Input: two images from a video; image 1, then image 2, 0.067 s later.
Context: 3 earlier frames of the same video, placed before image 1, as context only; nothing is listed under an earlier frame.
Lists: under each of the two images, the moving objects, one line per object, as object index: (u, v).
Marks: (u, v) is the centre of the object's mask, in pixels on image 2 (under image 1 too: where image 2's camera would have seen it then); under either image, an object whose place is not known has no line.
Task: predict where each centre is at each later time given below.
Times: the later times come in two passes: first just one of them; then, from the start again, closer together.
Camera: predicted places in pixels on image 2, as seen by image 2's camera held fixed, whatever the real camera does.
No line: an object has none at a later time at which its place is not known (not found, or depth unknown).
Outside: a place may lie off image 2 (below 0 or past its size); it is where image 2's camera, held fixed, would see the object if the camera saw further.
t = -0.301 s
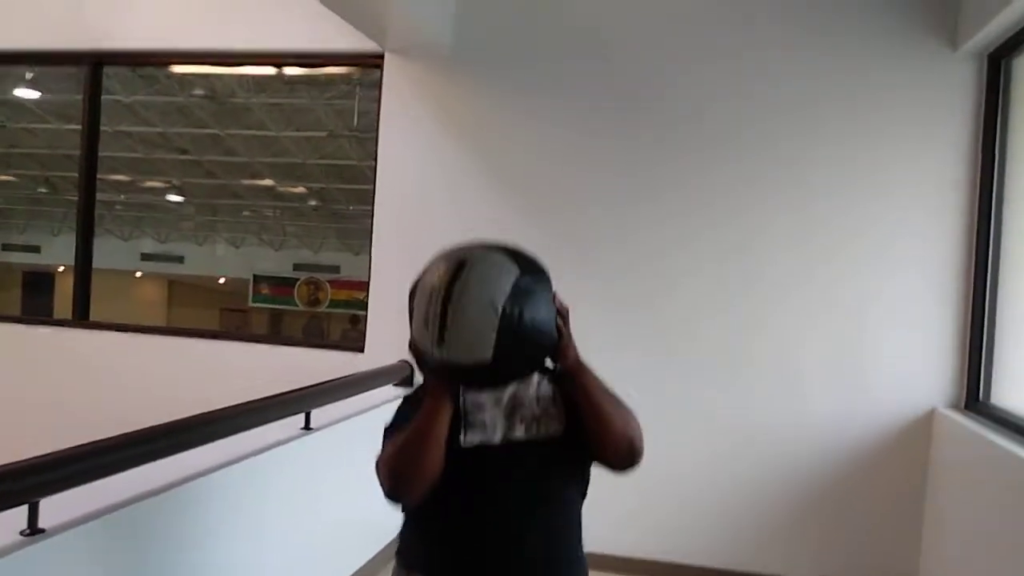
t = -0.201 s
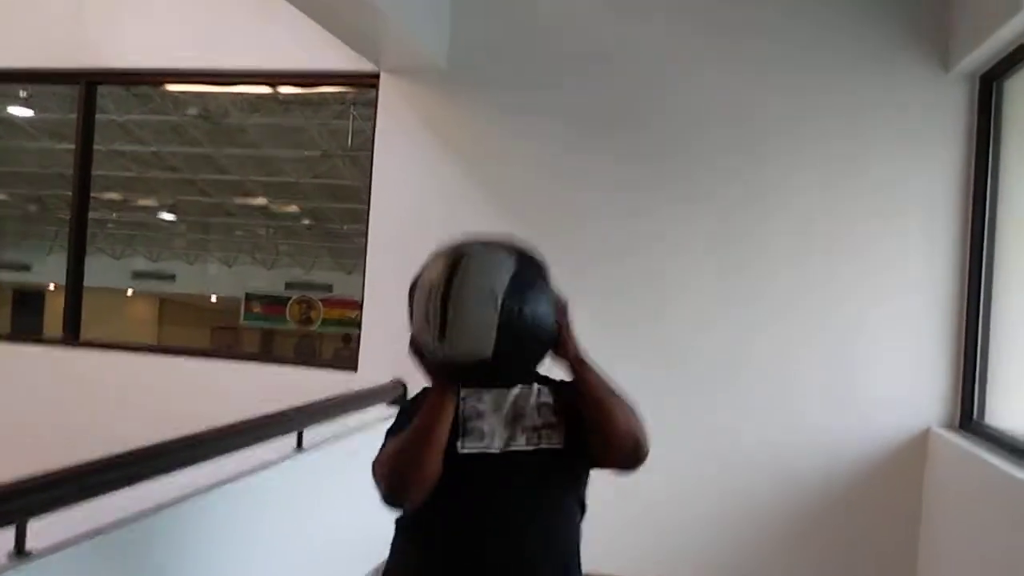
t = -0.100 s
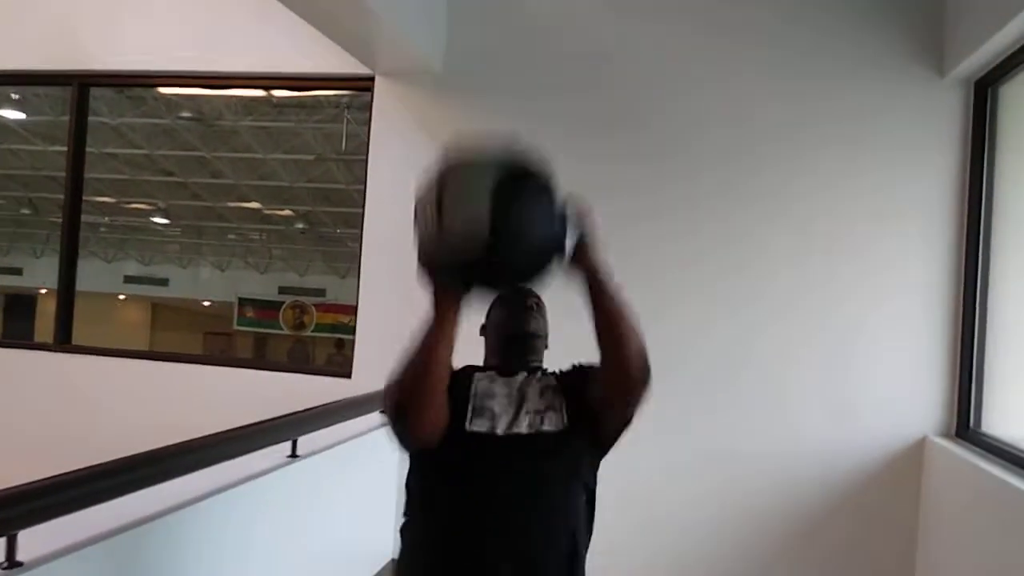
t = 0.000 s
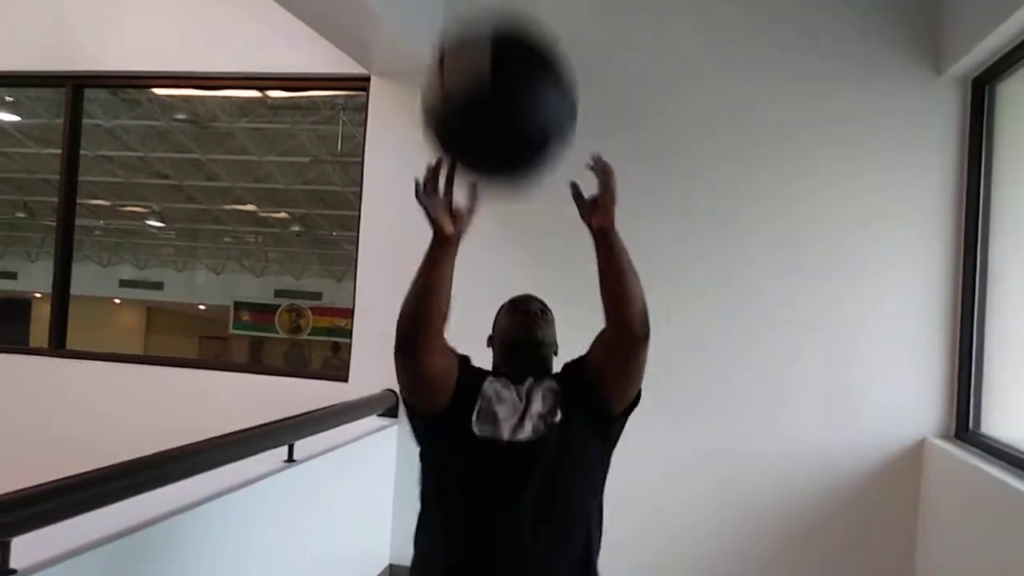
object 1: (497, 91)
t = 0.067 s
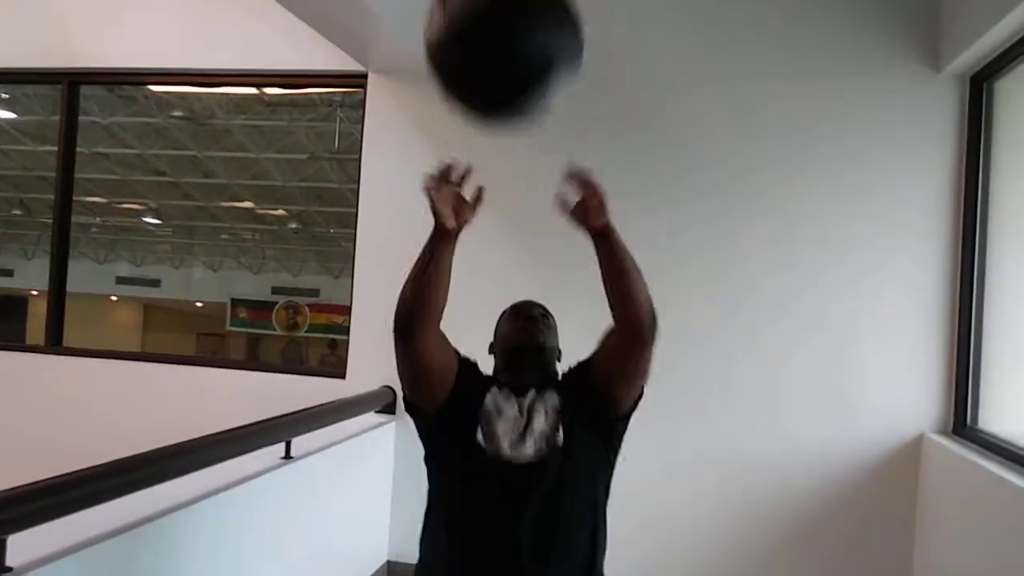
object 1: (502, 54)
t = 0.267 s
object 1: (518, 16)
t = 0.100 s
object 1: (505, 45)
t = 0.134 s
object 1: (512, 39)
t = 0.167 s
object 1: (514, 31)
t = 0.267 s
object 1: (518, 16)
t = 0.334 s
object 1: (519, 15)
